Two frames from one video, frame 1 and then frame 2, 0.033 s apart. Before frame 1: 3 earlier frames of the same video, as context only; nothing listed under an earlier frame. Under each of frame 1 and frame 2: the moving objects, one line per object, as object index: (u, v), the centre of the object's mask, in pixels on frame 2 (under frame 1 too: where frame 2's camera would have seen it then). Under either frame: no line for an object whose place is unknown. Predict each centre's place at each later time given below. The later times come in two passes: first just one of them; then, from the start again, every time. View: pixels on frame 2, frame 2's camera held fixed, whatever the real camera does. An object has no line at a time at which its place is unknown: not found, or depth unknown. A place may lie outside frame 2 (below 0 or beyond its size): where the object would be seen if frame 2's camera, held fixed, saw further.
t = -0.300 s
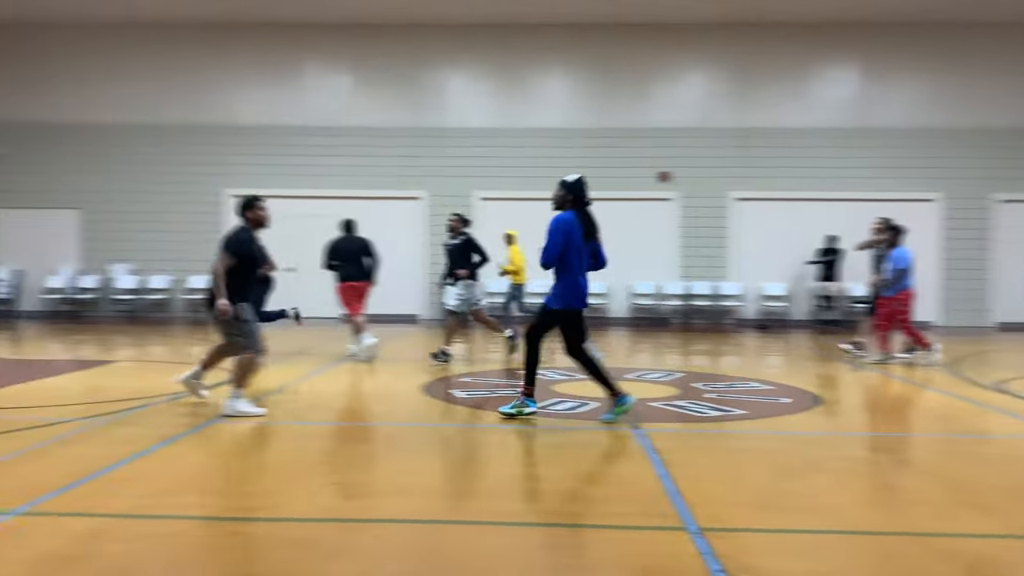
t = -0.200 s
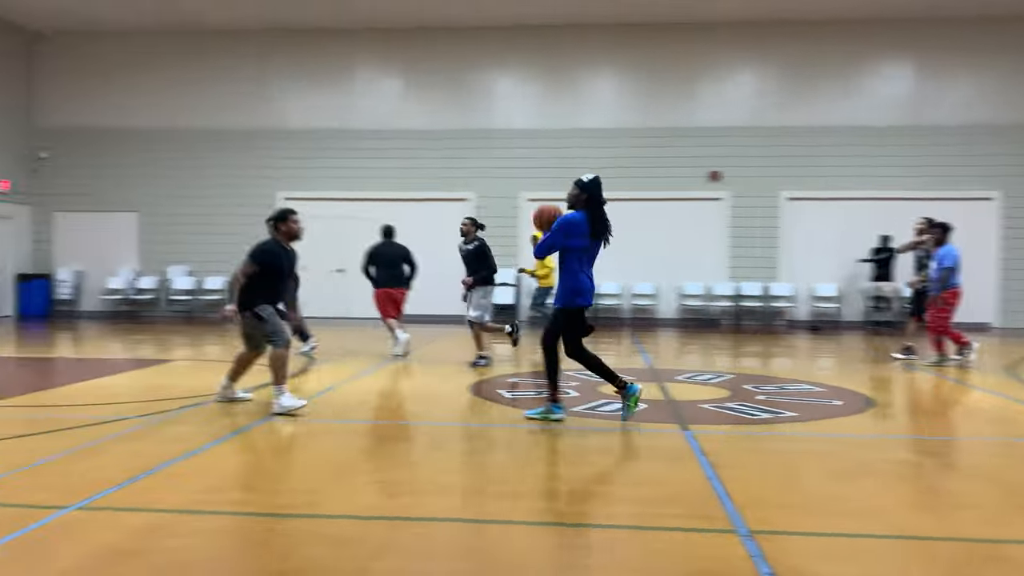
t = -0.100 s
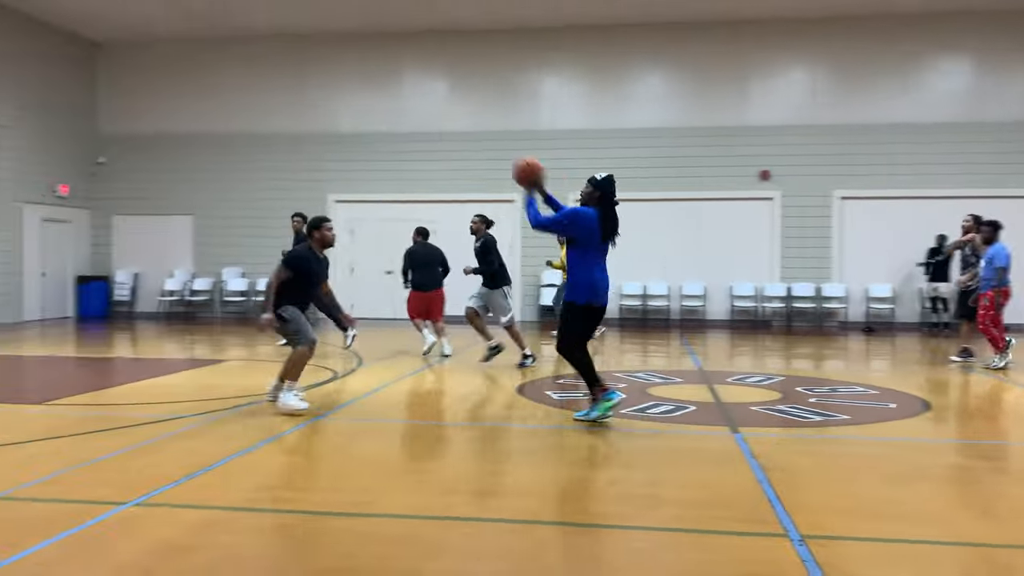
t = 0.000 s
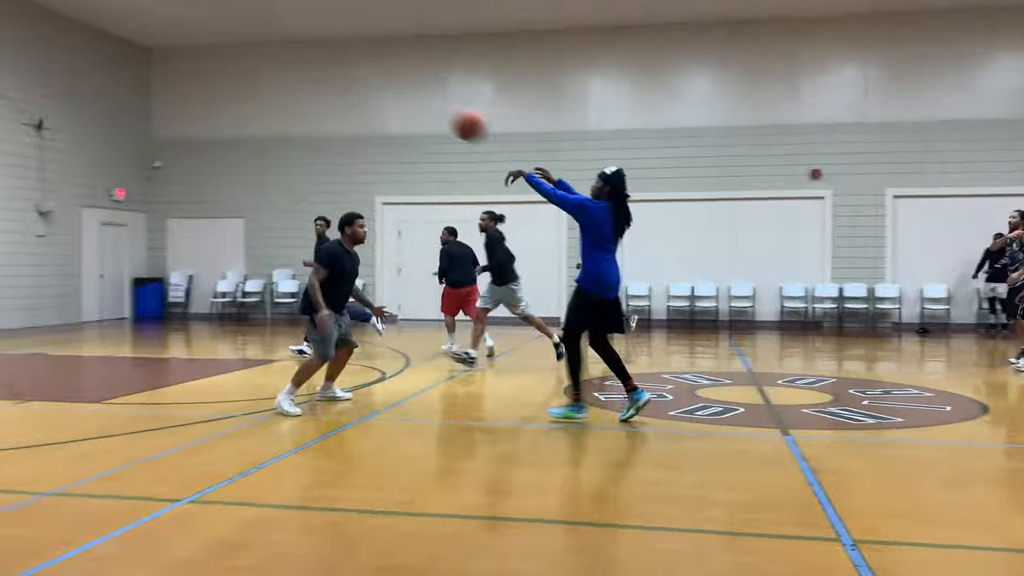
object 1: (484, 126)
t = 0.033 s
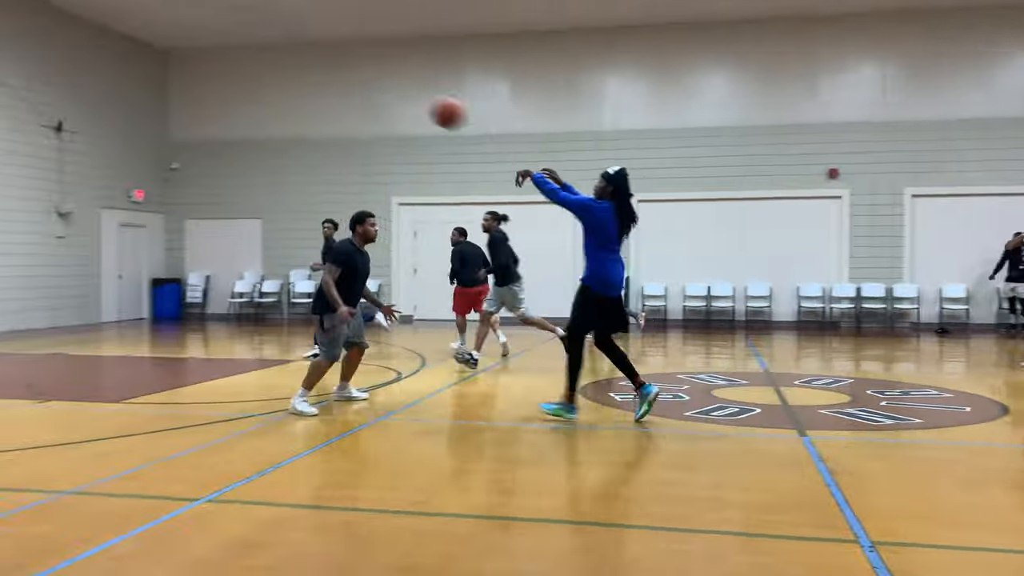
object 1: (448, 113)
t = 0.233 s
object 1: (236, 64)
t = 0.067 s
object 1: (411, 101)
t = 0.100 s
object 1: (376, 90)
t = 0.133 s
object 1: (341, 82)
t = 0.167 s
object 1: (305, 75)
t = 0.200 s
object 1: (271, 69)
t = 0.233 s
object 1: (236, 64)
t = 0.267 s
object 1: (202, 62)
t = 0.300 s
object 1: (170, 59)
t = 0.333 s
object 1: (139, 60)
